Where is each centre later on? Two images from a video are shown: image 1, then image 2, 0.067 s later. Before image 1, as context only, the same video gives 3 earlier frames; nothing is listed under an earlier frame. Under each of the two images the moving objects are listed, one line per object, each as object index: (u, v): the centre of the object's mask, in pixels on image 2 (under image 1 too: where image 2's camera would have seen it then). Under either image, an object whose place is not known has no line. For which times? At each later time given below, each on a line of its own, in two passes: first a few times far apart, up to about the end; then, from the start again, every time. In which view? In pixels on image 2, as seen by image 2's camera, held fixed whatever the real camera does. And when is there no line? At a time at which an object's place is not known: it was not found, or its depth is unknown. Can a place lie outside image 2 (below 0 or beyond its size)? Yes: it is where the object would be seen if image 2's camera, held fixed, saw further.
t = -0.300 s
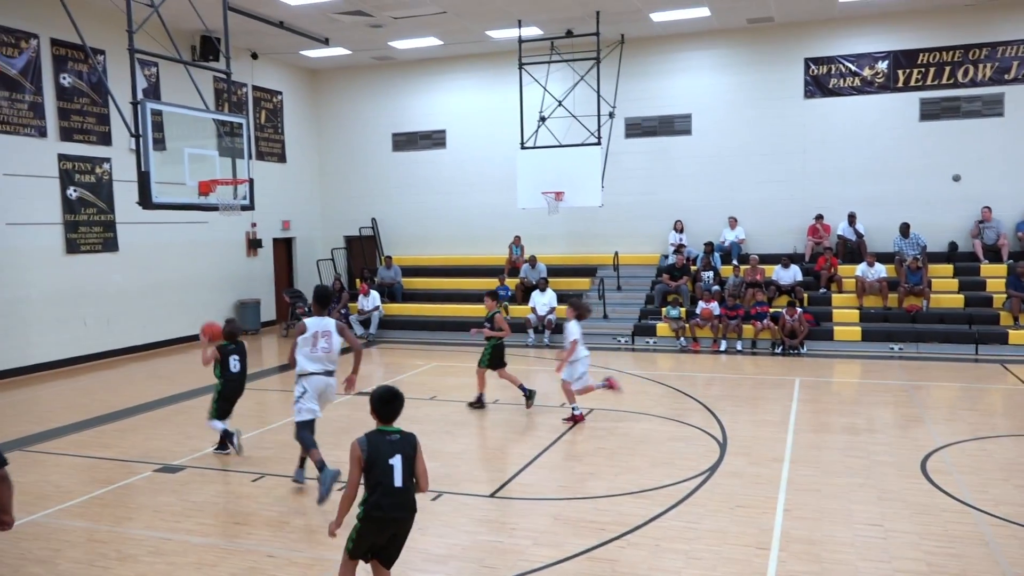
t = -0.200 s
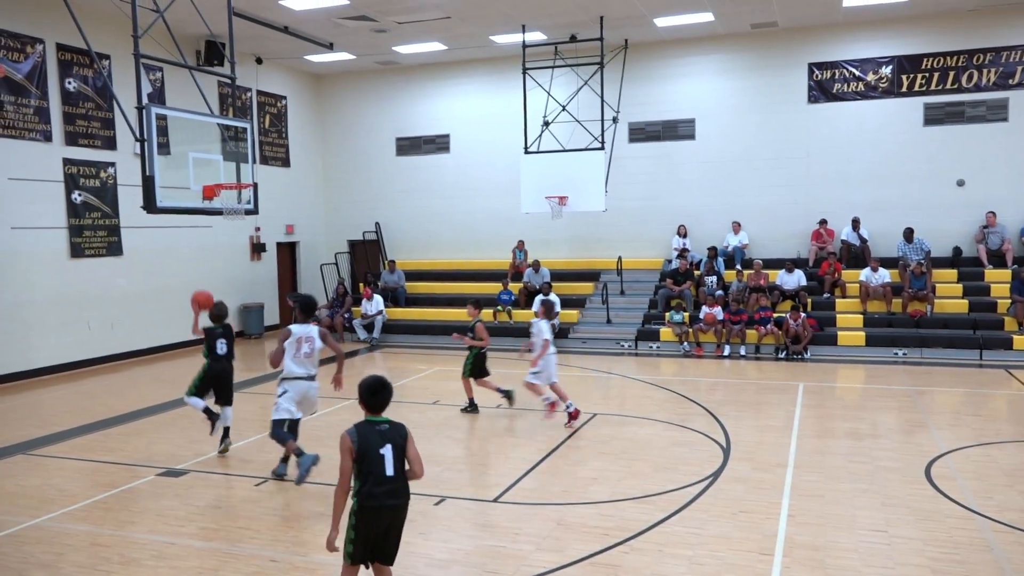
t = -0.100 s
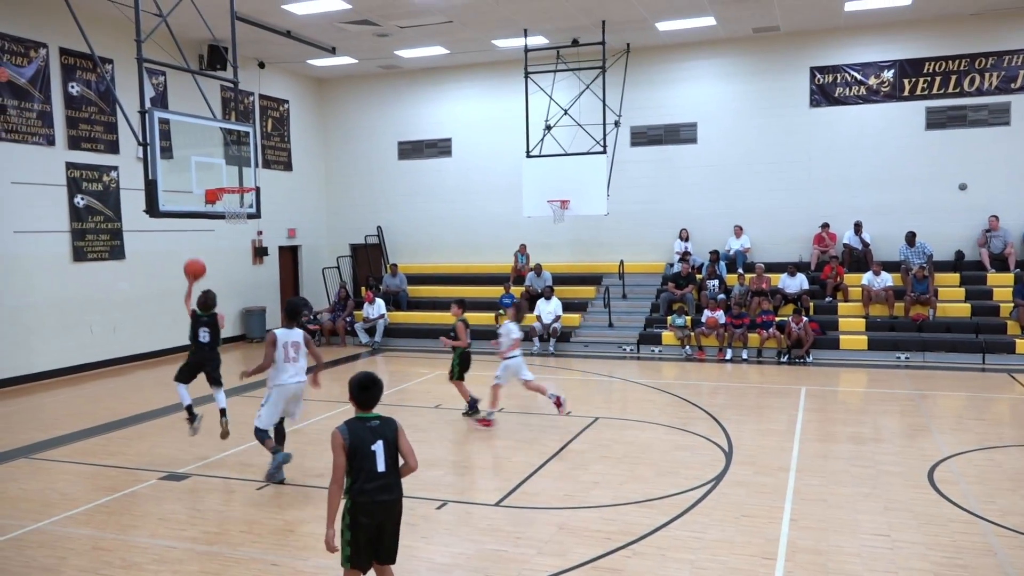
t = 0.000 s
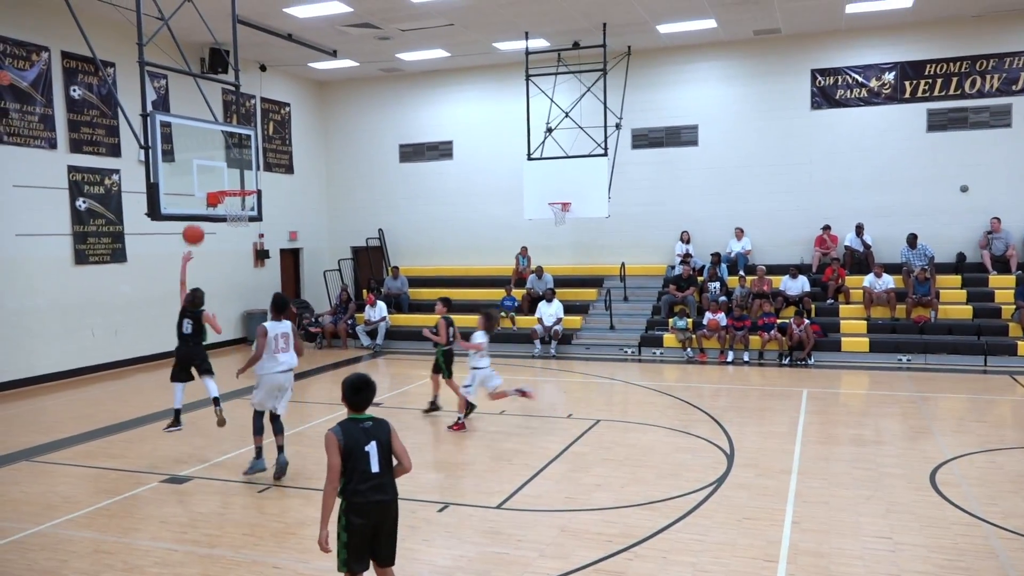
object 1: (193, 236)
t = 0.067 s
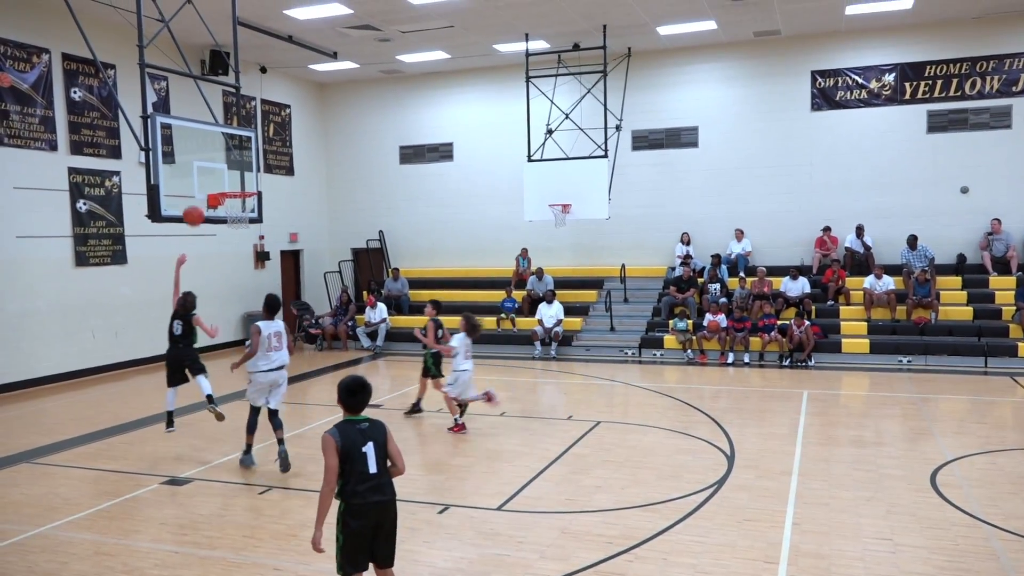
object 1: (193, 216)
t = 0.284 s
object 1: (203, 181)
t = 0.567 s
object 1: (229, 182)
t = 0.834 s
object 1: (239, 184)
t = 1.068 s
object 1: (241, 206)
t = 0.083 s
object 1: (193, 212)
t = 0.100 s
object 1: (193, 207)
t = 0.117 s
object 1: (193, 203)
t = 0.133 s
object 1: (193, 199)
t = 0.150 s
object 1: (193, 196)
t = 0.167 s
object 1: (193, 193)
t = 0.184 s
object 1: (193, 190)
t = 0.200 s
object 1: (193, 188)
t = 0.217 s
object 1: (193, 185)
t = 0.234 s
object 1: (195, 184)
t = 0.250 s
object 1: (198, 183)
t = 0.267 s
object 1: (200, 182)
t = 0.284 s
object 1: (203, 181)
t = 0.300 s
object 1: (206, 181)
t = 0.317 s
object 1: (208, 181)
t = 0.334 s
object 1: (211, 181)
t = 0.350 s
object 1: (214, 181)
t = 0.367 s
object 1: (216, 181)
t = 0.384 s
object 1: (219, 182)
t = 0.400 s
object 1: (221, 182)
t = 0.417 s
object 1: (222, 182)
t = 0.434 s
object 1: (223, 181)
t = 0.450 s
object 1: (223, 180)
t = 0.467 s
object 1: (224, 180)
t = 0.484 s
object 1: (225, 180)
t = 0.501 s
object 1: (226, 180)
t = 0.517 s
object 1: (227, 180)
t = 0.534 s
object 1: (227, 181)
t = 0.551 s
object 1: (228, 181)
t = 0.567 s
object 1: (229, 182)
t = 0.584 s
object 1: (230, 182)
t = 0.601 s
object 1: (231, 181)
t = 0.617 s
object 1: (231, 181)
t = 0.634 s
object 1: (232, 181)
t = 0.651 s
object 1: (233, 181)
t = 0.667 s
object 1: (234, 182)
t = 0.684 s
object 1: (235, 182)
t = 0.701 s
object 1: (235, 182)
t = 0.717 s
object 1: (236, 182)
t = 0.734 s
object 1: (236, 182)
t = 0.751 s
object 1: (237, 183)
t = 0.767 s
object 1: (237, 183)
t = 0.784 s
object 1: (238, 183)
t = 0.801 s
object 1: (238, 183)
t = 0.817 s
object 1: (239, 183)
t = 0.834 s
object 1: (239, 184)
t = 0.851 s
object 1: (239, 184)
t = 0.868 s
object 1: (239, 185)
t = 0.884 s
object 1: (240, 185)
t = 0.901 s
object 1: (240, 185)
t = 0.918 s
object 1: (240, 186)
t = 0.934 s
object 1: (240, 187)
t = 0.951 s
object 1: (240, 191)
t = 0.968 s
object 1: (240, 192)
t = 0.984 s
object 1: (240, 194)
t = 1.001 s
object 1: (241, 196)
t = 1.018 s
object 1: (240, 199)
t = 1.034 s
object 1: (241, 201)
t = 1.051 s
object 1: (242, 204)
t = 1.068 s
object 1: (241, 206)
